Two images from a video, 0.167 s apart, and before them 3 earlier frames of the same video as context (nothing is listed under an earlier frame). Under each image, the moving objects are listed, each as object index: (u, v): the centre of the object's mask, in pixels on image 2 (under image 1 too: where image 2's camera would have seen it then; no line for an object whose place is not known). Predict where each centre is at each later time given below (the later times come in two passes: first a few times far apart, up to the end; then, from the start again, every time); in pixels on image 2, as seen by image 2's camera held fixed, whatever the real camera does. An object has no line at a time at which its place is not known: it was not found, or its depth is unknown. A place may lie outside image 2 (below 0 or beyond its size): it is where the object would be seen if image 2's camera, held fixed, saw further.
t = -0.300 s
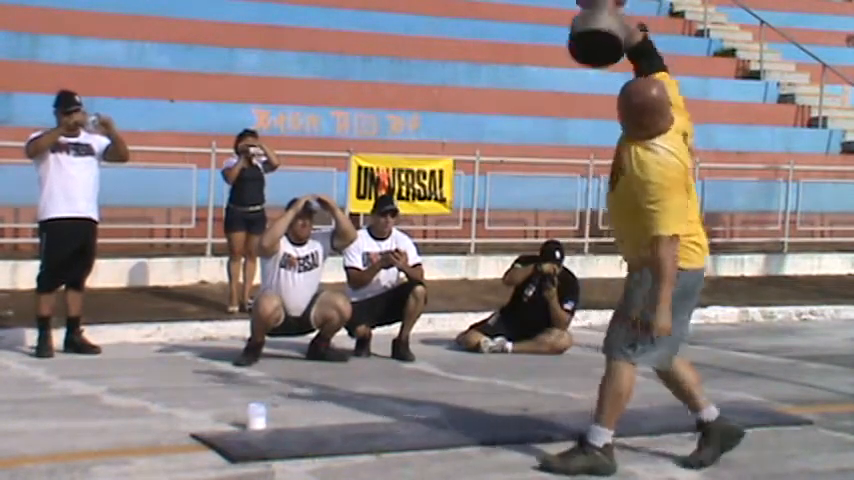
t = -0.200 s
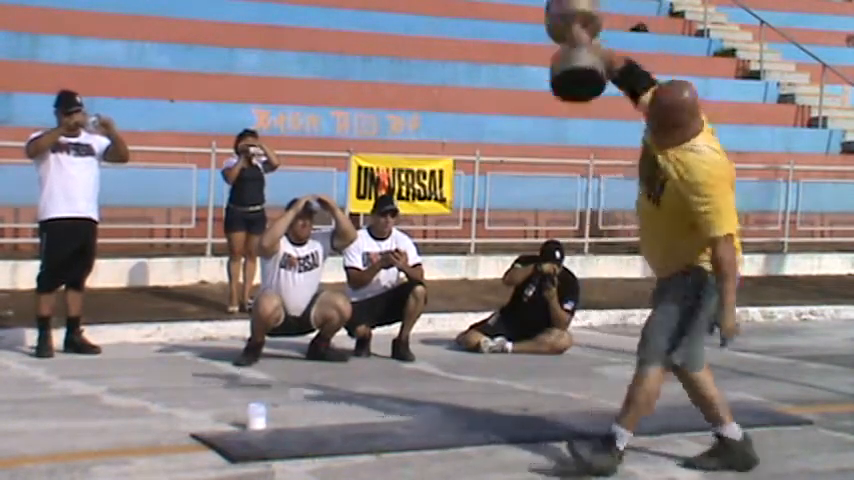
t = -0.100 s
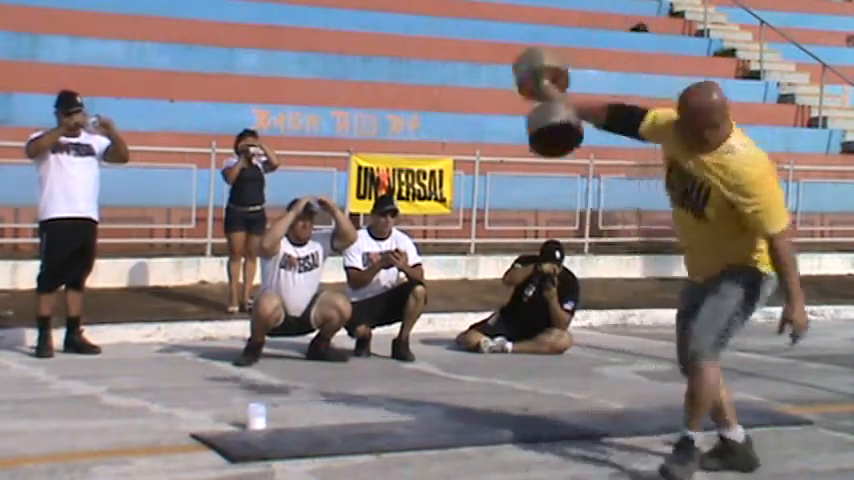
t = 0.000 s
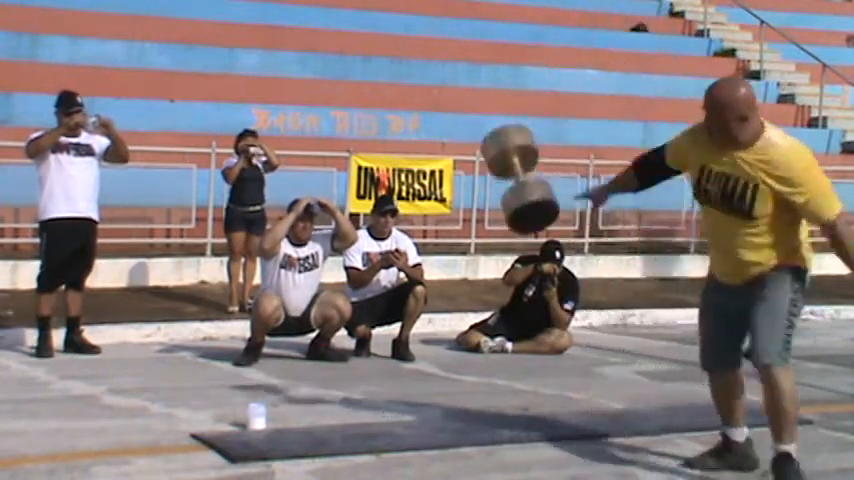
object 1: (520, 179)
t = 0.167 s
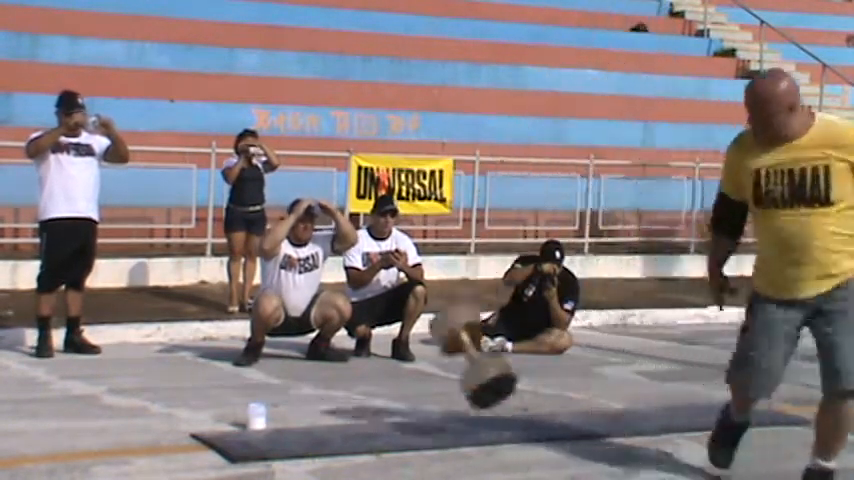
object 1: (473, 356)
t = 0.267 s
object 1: (436, 407)
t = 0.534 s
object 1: (365, 396)
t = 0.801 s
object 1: (333, 395)
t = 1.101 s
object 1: (322, 396)
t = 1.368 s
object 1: (312, 398)
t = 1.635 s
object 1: (301, 399)
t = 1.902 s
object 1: (291, 400)
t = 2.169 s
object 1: (279, 402)
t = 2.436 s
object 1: (269, 403)
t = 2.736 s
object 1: (258, 405)
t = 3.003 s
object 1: (248, 406)
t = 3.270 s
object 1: (240, 407)
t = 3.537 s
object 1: (234, 408)
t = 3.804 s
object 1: (230, 408)
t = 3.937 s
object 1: (230, 408)
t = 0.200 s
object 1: (463, 397)
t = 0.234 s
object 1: (449, 402)
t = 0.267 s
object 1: (436, 407)
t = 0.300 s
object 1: (426, 399)
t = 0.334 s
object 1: (417, 394)
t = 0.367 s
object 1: (408, 391)
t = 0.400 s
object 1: (398, 389)
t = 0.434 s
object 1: (390, 391)
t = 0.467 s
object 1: (381, 394)
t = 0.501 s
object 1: (372, 398)
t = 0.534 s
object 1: (365, 396)
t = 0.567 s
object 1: (359, 395)
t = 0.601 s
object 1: (353, 395)
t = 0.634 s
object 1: (348, 395)
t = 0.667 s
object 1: (343, 395)
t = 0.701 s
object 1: (339, 395)
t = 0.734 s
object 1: (336, 395)
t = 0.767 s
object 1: (334, 395)
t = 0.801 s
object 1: (333, 395)
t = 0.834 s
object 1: (332, 395)
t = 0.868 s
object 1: (330, 395)
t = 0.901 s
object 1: (330, 395)
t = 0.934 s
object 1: (328, 395)
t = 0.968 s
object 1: (327, 395)
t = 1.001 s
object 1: (326, 396)
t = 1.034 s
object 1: (325, 396)
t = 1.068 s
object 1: (323, 396)
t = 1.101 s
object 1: (322, 396)
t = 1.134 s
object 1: (321, 396)
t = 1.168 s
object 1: (320, 397)
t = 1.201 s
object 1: (318, 397)
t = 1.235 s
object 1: (317, 397)
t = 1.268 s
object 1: (316, 397)
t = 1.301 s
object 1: (315, 397)
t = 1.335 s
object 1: (313, 397)
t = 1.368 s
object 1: (312, 398)
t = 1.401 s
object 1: (311, 398)
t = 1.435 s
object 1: (309, 398)
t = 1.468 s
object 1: (308, 398)
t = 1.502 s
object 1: (307, 398)
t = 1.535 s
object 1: (306, 398)
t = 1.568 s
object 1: (304, 399)
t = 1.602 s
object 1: (303, 399)
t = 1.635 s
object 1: (301, 399)
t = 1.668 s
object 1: (300, 399)
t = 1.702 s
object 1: (299, 399)
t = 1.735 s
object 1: (297, 399)
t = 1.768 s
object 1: (296, 399)
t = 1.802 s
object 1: (295, 400)
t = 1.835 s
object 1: (293, 400)
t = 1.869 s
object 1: (292, 400)
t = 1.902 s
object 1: (291, 400)
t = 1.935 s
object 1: (289, 401)
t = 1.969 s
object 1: (288, 401)
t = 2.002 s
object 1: (286, 401)
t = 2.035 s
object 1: (285, 401)
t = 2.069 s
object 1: (283, 401)
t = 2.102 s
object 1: (282, 402)
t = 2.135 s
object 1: (281, 402)
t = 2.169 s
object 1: (279, 402)
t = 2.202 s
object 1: (277, 402)
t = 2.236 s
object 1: (276, 403)
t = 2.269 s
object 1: (275, 403)
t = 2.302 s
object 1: (274, 403)
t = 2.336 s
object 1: (273, 403)
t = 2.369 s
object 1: (271, 403)
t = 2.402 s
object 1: (270, 403)
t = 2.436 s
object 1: (269, 403)
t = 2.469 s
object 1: (268, 403)
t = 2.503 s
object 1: (266, 403)
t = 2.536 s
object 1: (265, 403)
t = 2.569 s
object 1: (264, 404)
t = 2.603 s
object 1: (262, 404)
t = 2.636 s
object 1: (261, 404)
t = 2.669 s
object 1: (260, 404)
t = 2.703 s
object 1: (259, 404)
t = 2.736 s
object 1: (258, 405)
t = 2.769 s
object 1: (256, 405)
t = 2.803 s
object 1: (255, 405)
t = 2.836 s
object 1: (254, 405)
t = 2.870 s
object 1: (253, 405)
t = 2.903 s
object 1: (252, 405)
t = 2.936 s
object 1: (250, 406)
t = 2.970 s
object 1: (250, 406)
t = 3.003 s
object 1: (248, 406)
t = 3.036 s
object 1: (247, 406)
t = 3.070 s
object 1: (246, 406)
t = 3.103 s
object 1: (245, 406)
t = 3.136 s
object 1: (244, 406)
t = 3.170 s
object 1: (243, 406)
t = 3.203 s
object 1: (242, 407)
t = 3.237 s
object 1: (241, 406)
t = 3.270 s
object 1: (240, 407)
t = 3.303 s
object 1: (240, 407)
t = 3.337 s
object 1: (238, 407)
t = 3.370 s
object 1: (238, 407)
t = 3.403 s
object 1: (237, 407)
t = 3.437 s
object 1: (236, 407)
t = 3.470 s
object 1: (235, 407)
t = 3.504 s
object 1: (235, 408)
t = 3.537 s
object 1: (234, 408)
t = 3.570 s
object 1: (233, 408)
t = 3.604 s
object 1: (233, 408)
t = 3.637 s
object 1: (232, 408)
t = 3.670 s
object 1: (232, 408)
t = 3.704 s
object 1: (232, 408)
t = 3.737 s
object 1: (231, 408)
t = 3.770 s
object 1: (231, 408)
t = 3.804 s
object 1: (230, 408)
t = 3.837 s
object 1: (230, 408)
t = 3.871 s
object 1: (230, 408)
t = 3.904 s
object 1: (230, 408)
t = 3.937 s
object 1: (230, 408)
